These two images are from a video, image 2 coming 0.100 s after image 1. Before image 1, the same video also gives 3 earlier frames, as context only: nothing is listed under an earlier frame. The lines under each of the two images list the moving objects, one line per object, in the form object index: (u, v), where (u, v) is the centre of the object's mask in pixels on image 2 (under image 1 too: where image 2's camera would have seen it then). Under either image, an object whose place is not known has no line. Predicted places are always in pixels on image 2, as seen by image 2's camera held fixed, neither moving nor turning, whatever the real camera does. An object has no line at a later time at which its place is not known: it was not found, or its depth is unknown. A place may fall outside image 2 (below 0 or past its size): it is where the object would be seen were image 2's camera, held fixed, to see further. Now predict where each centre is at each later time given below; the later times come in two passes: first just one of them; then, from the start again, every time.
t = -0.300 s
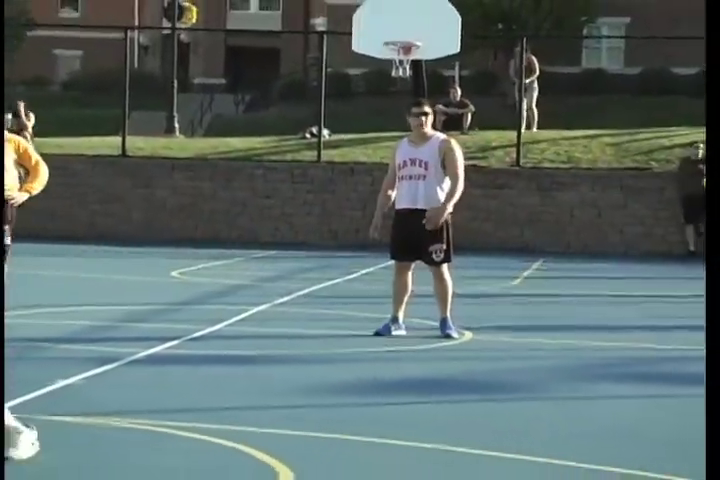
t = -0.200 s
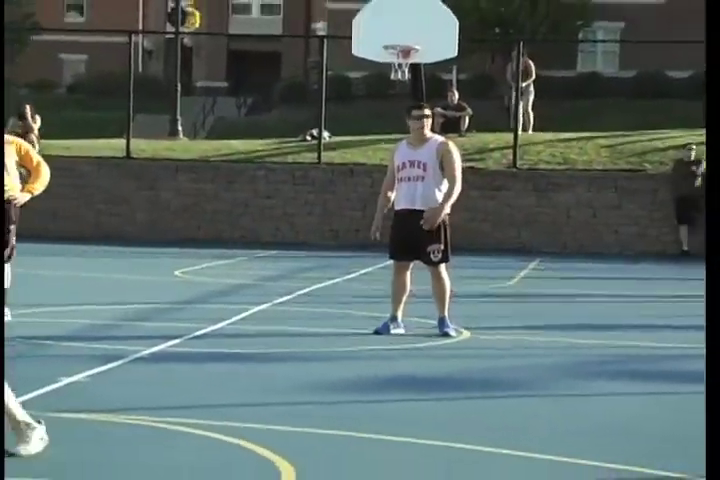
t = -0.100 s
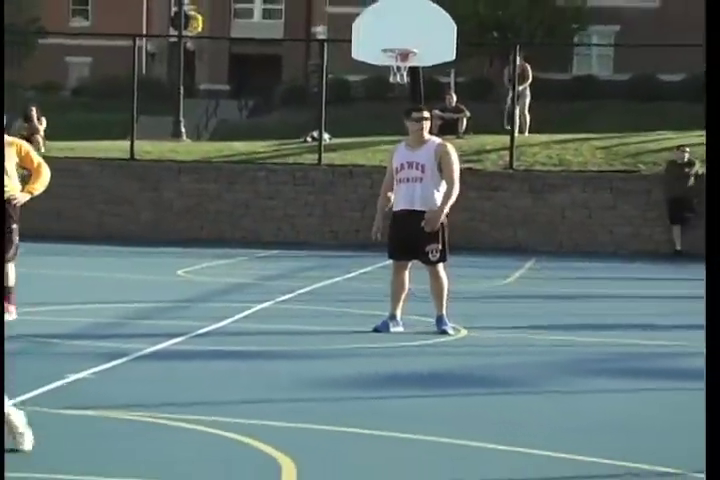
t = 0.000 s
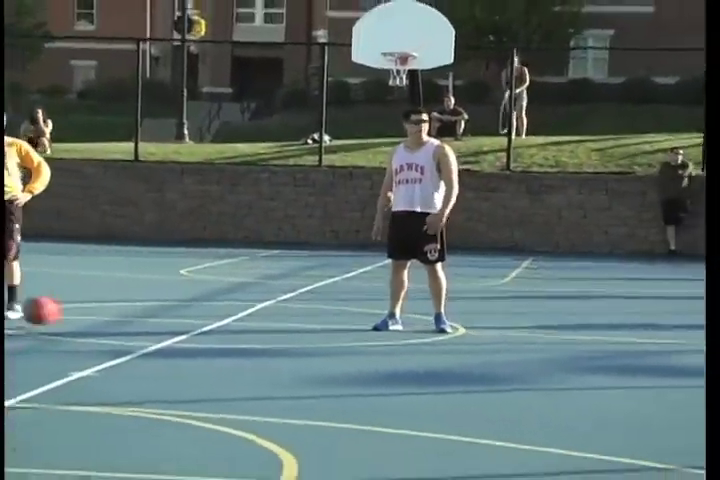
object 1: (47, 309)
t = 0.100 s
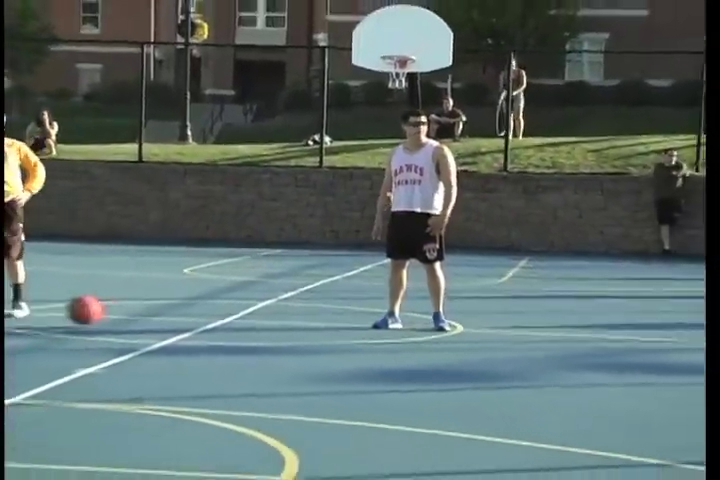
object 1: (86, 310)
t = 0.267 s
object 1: (143, 313)
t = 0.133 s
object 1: (98, 310)
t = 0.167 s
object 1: (108, 311)
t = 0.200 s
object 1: (119, 314)
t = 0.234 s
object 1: (131, 314)
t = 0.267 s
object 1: (143, 313)
